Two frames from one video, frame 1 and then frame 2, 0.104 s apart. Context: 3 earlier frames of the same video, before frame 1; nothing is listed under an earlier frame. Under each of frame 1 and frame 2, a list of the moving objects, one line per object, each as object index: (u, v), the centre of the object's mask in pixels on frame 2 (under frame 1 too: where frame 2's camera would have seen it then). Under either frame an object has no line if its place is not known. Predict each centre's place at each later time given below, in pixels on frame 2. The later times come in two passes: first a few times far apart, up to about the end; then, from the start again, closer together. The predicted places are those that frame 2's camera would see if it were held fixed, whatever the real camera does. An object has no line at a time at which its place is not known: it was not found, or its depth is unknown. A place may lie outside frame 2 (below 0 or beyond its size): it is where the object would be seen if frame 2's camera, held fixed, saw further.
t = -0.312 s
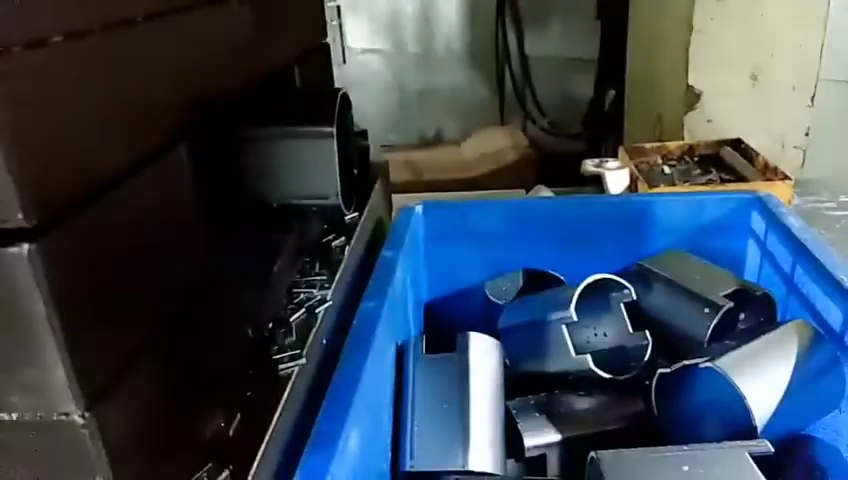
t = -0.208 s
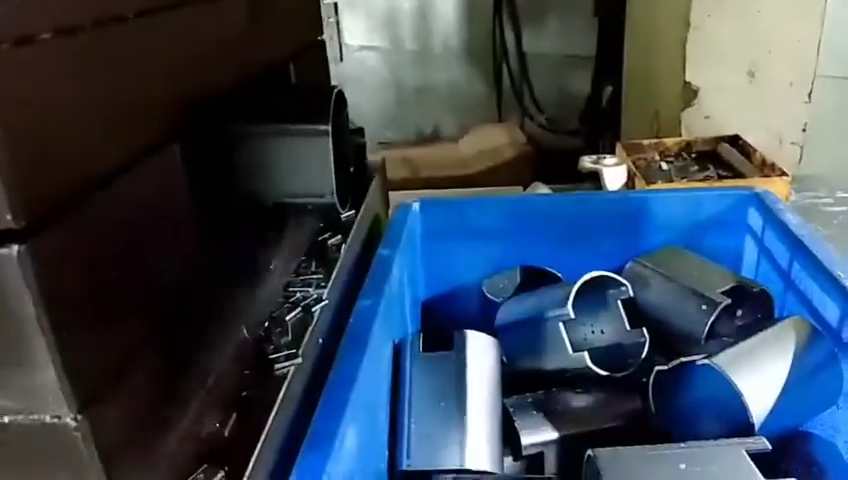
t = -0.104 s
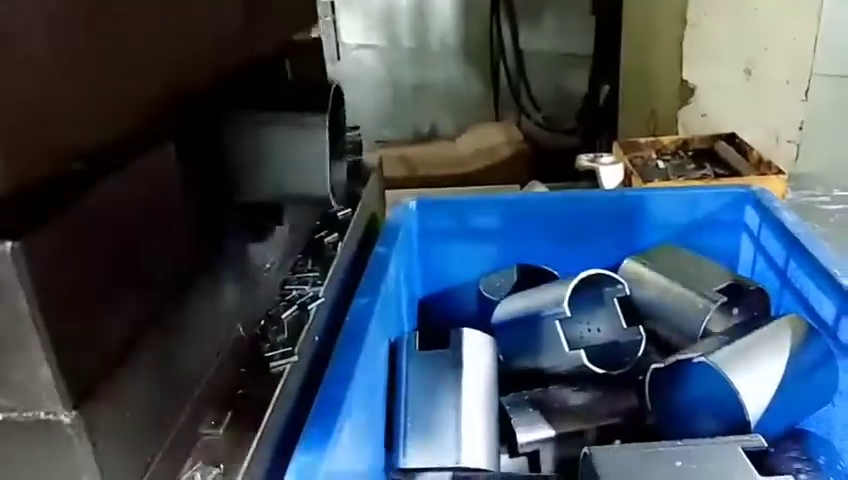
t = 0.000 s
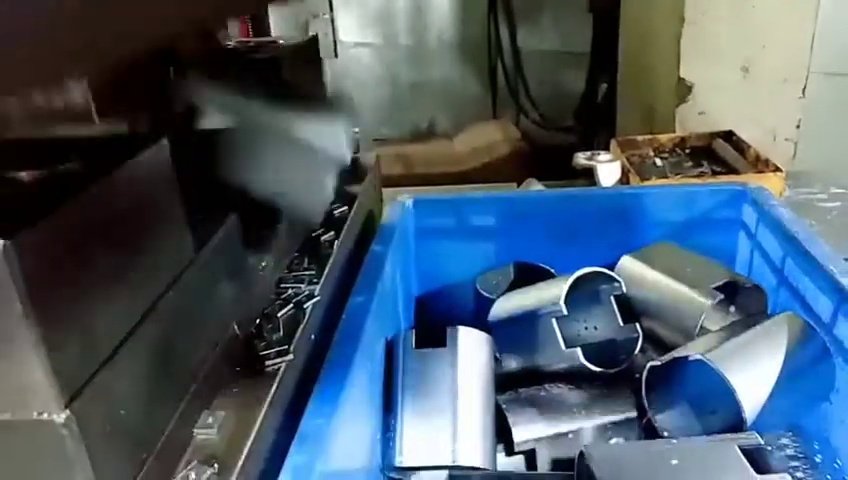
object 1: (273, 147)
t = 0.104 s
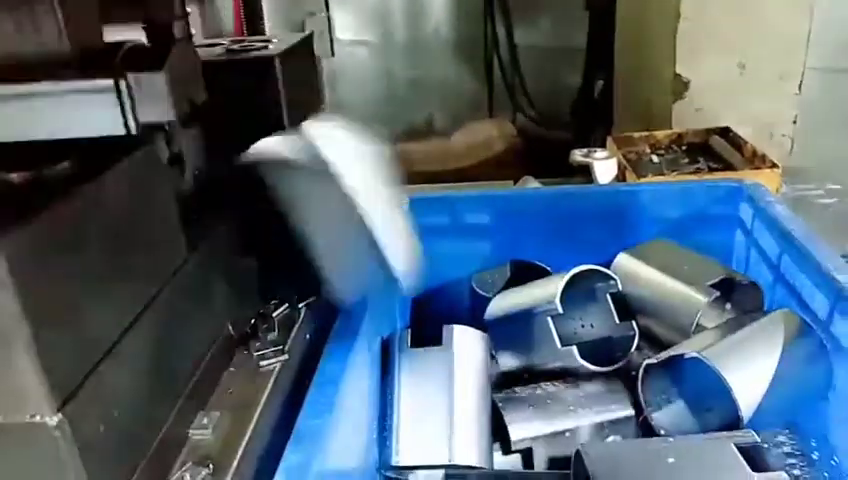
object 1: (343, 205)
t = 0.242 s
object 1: (557, 345)
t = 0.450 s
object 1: (627, 416)
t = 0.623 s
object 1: (623, 411)
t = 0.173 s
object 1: (480, 298)
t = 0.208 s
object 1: (516, 337)
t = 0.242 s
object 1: (557, 345)
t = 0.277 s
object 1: (619, 374)
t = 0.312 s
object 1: (629, 377)
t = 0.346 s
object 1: (629, 386)
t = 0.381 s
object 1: (627, 400)
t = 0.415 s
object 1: (625, 412)
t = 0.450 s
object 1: (627, 416)
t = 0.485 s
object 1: (626, 416)
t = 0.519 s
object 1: (627, 413)
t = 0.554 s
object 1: (627, 412)
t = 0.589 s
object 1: (625, 412)
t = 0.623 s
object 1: (623, 411)
